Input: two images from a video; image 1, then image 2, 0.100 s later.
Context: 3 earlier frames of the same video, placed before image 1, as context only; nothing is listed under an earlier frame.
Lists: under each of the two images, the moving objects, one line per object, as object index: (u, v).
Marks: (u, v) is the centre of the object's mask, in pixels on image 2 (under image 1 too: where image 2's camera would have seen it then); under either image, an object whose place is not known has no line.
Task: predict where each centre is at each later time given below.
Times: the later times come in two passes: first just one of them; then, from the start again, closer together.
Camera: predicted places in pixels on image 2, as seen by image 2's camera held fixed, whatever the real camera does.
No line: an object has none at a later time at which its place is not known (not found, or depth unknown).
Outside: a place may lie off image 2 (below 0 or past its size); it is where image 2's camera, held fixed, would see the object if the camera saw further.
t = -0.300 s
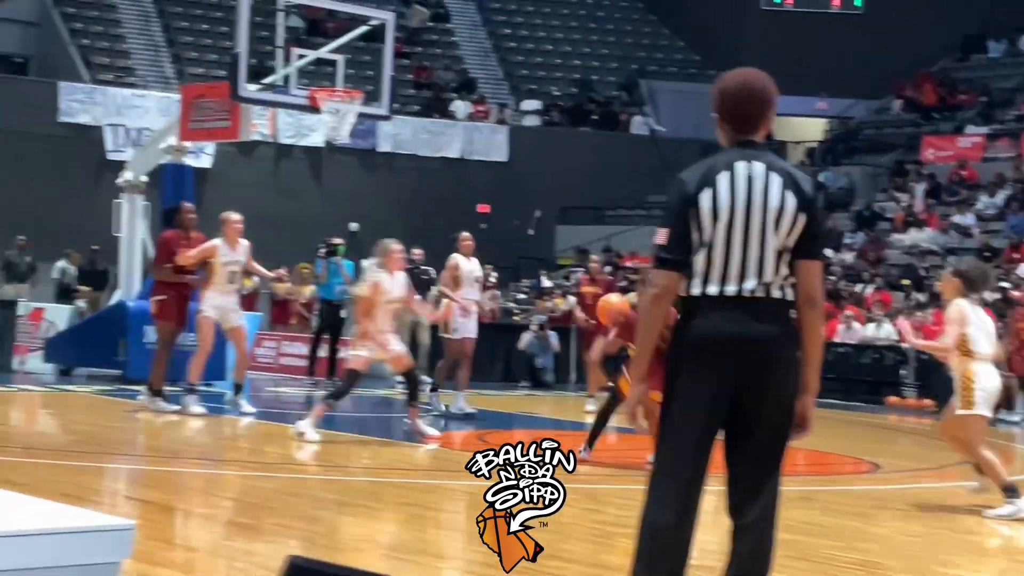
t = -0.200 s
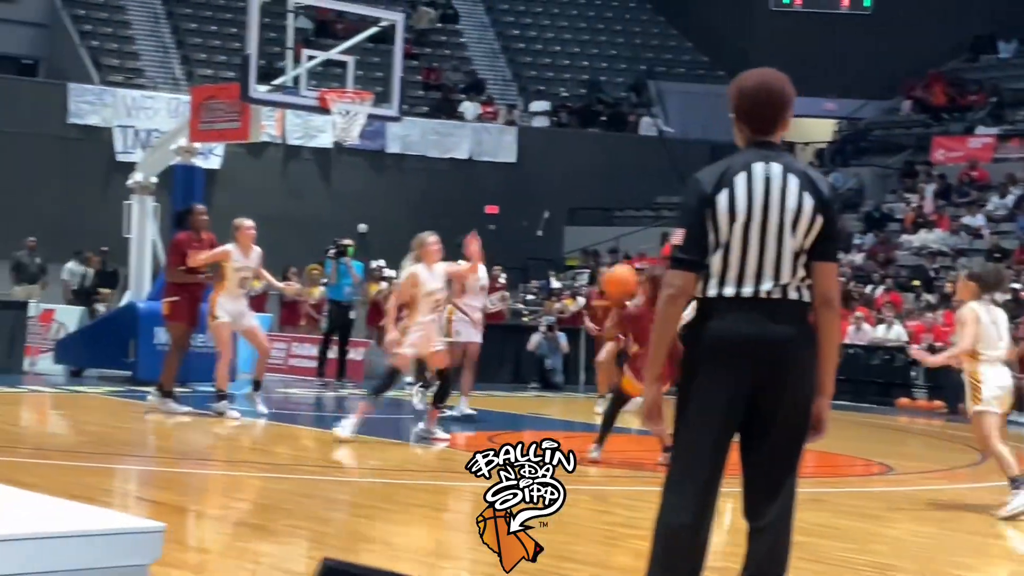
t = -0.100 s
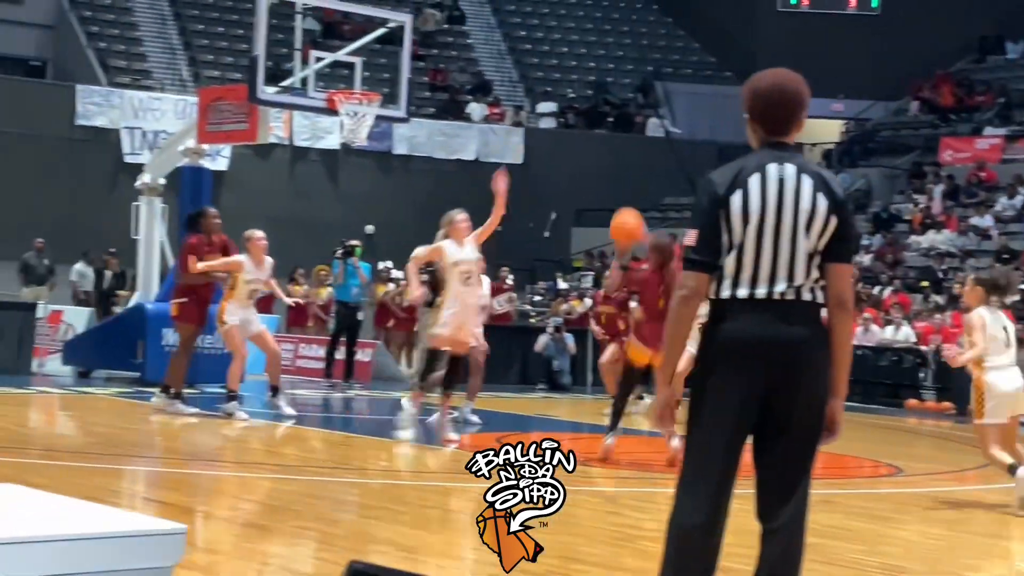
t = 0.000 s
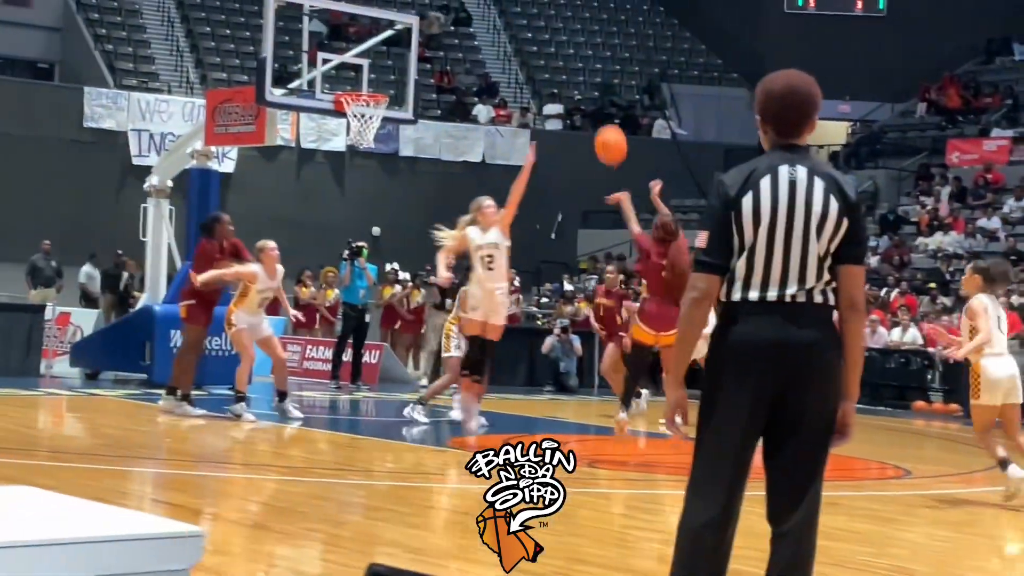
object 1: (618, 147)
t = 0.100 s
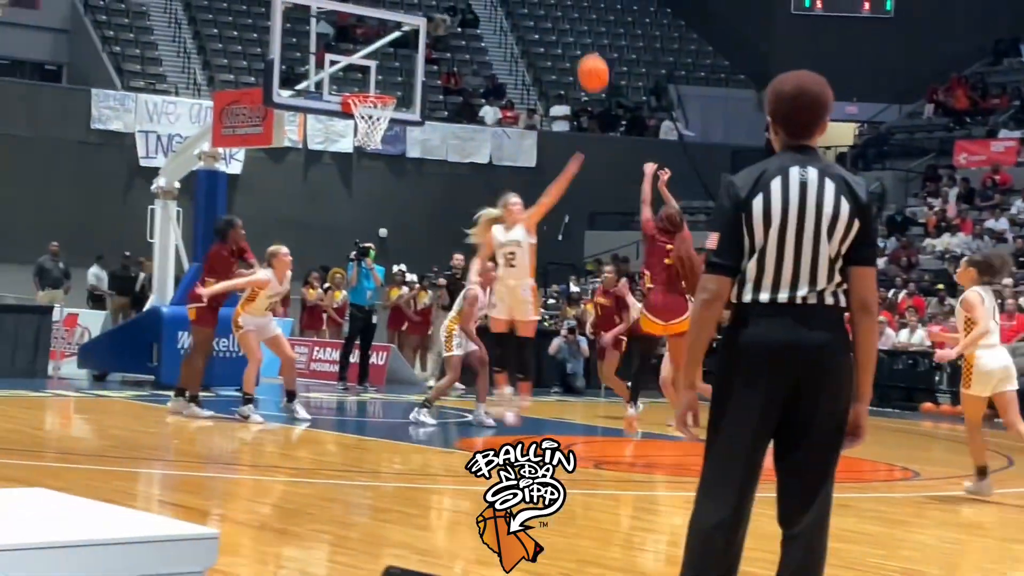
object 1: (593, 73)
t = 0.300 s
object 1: (548, -12)
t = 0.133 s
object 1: (585, 52)
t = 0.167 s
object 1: (578, 33)
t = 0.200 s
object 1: (570, 17)
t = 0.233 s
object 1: (562, 4)
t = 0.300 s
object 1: (548, -12)
